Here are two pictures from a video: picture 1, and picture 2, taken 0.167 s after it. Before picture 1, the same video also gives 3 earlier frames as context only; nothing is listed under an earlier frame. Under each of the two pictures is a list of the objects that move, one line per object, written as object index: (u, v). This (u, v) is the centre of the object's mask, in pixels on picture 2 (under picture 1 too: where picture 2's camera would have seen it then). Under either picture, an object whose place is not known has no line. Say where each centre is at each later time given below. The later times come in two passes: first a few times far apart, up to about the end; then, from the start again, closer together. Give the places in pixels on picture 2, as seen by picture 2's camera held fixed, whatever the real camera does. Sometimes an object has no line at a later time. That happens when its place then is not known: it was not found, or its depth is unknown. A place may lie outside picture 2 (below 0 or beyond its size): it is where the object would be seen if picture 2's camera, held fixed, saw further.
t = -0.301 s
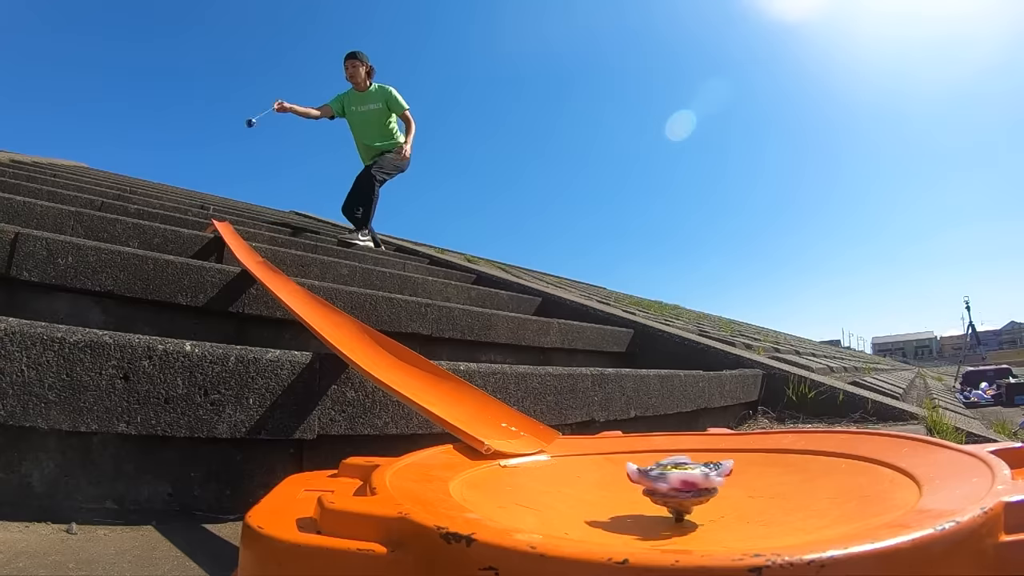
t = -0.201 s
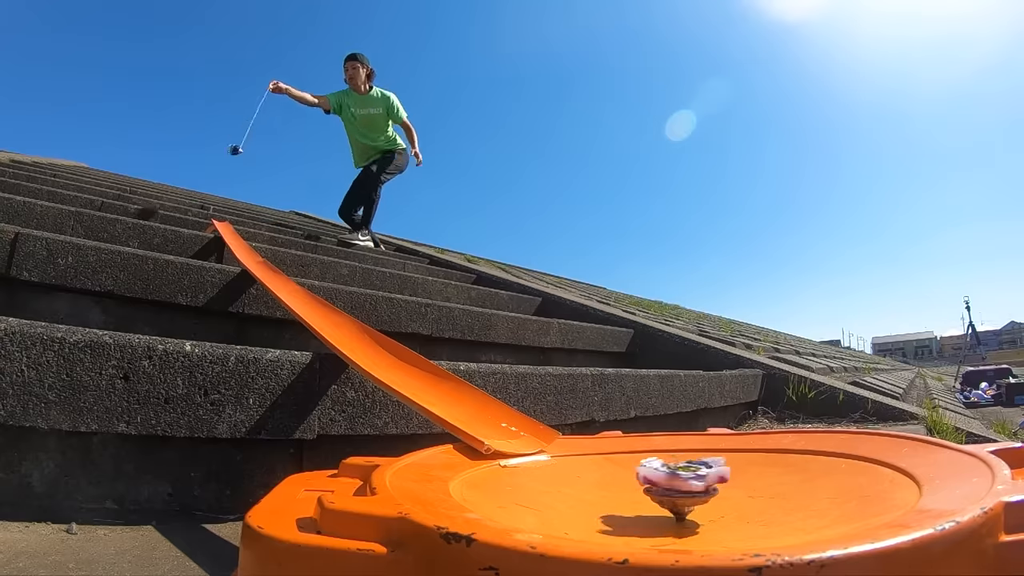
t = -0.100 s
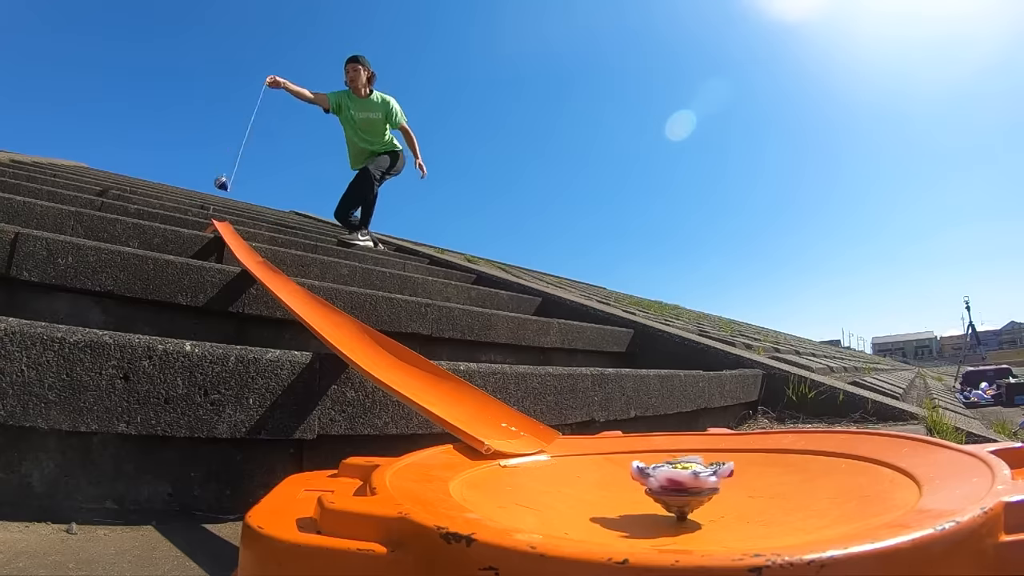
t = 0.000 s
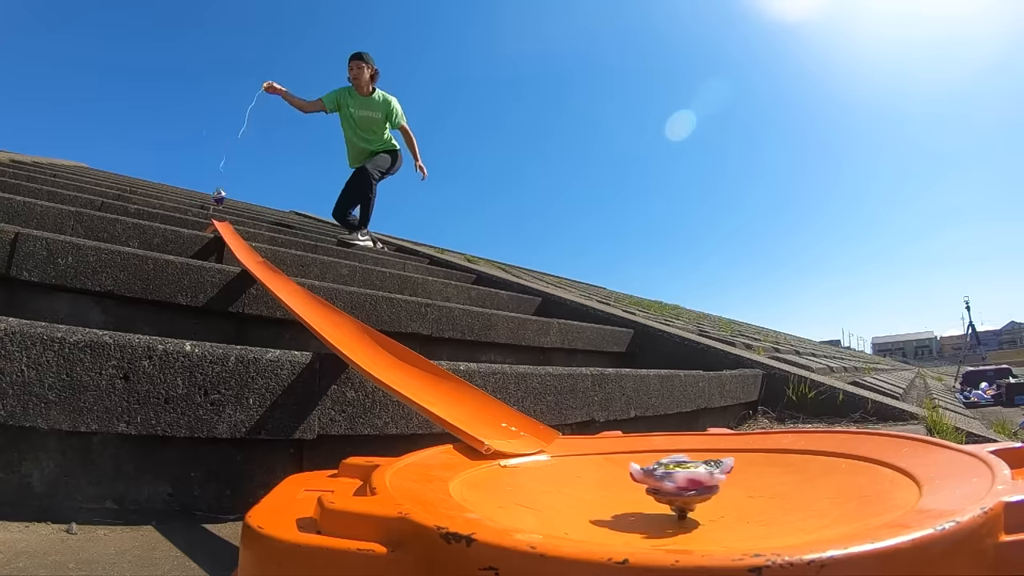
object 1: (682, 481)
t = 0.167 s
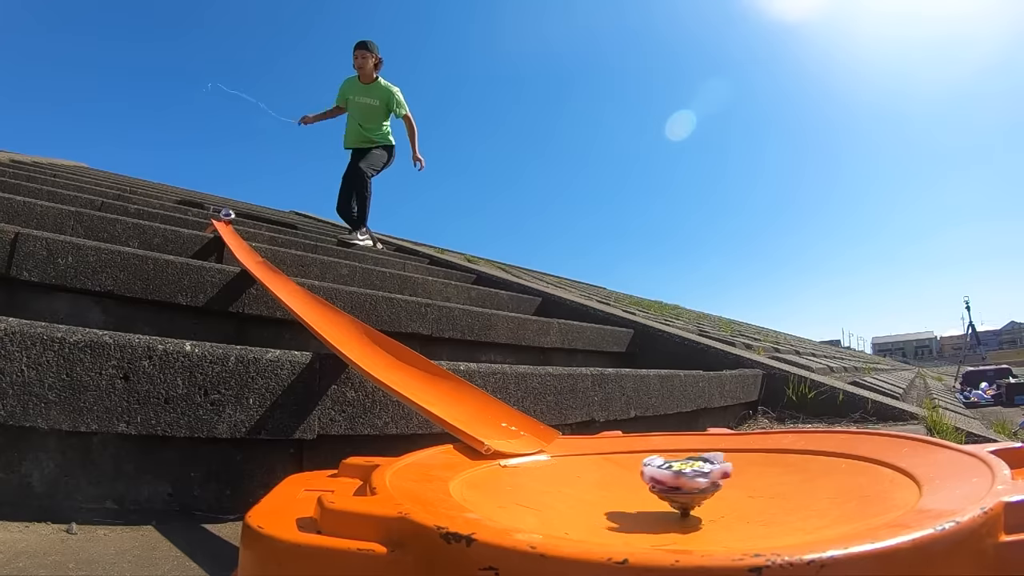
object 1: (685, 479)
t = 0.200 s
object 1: (684, 479)
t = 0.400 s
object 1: (683, 478)
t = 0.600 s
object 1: (678, 476)
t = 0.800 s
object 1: (672, 474)
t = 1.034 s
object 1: (667, 474)
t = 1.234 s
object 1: (665, 474)
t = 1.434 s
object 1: (987, 409)
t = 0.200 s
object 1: (684, 479)
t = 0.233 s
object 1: (683, 478)
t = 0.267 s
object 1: (684, 478)
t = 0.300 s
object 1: (683, 478)
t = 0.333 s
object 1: (684, 478)
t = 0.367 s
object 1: (683, 478)
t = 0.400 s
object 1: (683, 478)
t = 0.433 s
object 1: (682, 478)
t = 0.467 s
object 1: (682, 478)
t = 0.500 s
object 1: (681, 477)
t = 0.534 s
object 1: (680, 477)
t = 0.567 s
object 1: (679, 477)
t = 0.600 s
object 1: (678, 476)
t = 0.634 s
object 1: (677, 476)
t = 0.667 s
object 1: (677, 476)
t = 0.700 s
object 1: (675, 475)
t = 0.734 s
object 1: (674, 476)
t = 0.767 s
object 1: (672, 475)
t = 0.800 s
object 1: (672, 474)
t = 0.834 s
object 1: (671, 475)
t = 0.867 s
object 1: (671, 475)
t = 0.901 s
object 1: (670, 474)
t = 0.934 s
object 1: (669, 474)
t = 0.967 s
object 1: (670, 474)
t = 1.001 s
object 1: (668, 474)
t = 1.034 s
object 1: (667, 474)
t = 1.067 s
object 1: (666, 474)
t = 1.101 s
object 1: (665, 474)
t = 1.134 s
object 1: (664, 474)
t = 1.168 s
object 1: (665, 474)
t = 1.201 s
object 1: (665, 474)
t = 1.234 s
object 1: (665, 474)
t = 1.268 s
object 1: (679, 478)
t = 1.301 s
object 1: (747, 445)
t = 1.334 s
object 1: (818, 421)
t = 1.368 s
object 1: (878, 406)
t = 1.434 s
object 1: (987, 409)
